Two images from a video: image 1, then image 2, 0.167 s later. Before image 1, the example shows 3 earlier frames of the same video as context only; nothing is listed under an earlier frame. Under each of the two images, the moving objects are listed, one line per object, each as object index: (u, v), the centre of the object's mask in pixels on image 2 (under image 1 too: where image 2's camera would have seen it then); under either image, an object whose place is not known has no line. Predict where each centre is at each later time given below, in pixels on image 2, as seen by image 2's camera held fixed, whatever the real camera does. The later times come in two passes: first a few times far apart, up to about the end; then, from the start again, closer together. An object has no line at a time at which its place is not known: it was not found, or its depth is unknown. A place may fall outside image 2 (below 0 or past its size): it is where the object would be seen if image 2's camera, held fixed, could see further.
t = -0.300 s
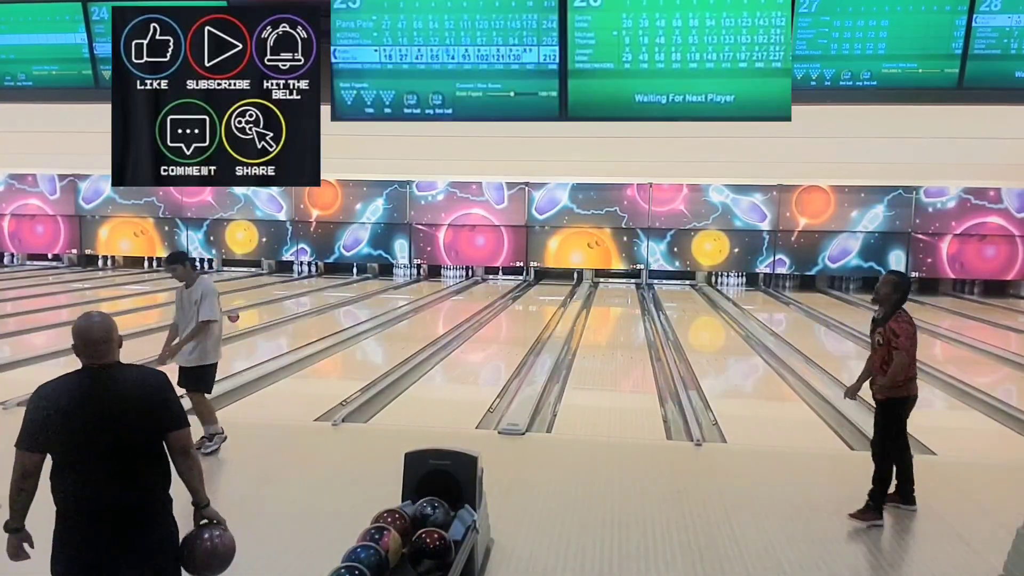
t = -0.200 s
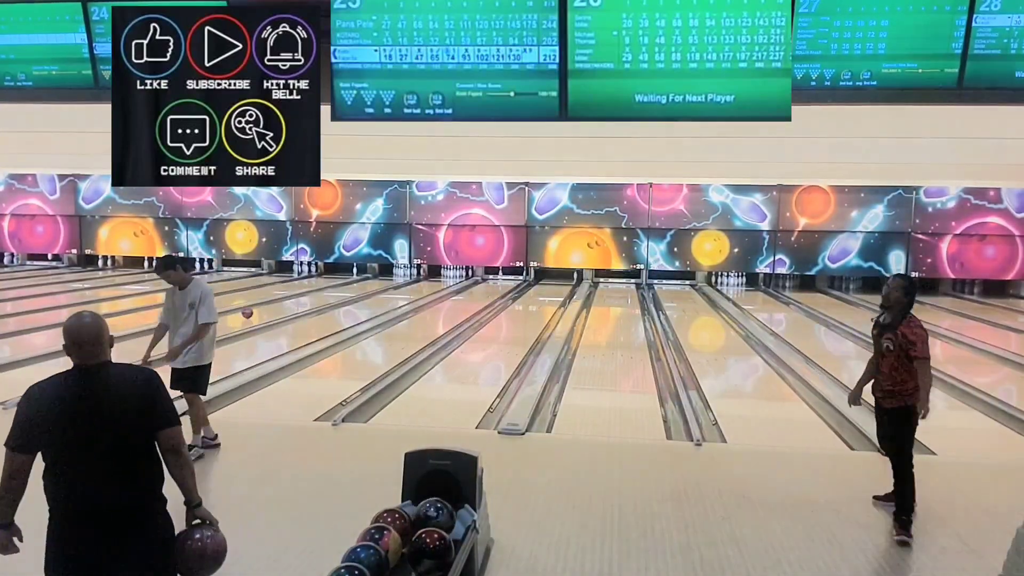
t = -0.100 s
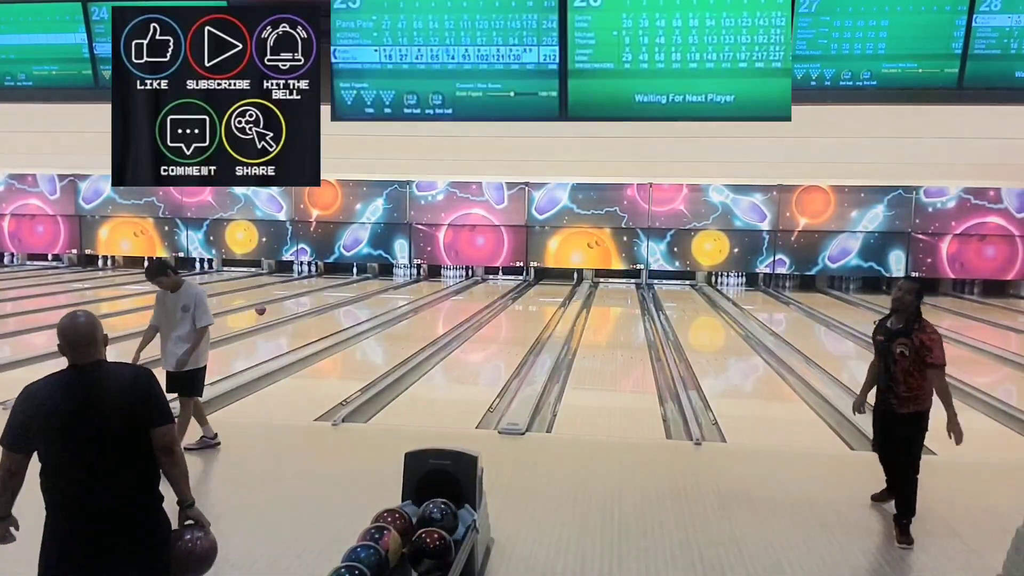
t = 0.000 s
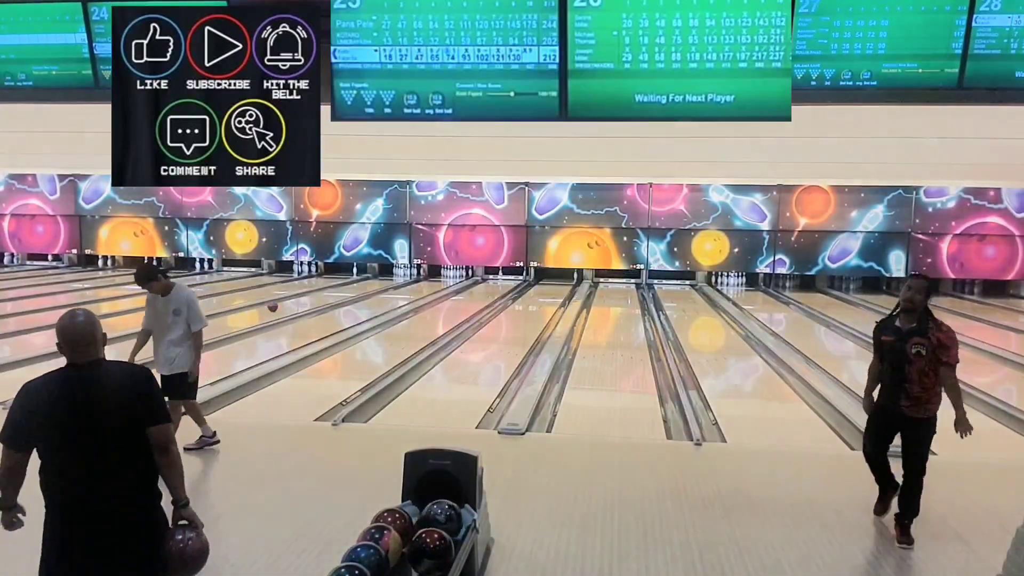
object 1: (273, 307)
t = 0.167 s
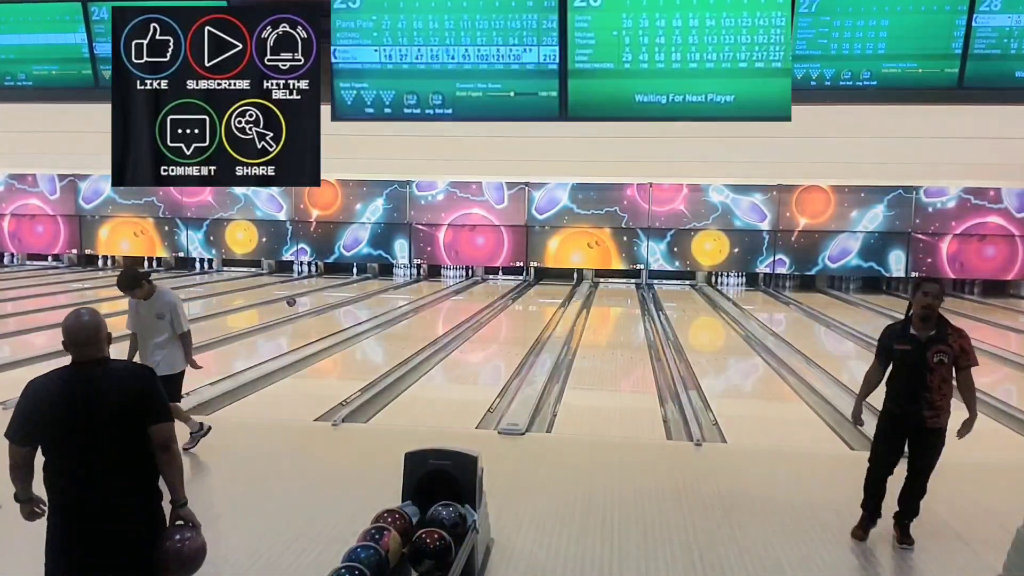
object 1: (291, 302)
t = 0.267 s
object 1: (301, 299)
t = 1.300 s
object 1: (376, 280)
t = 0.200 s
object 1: (294, 301)
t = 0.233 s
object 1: (298, 300)
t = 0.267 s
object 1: (301, 299)
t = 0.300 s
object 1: (305, 298)
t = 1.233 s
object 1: (373, 281)
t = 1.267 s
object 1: (374, 280)
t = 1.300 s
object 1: (376, 280)
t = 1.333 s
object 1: (377, 280)
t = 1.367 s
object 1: (379, 280)
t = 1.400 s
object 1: (381, 279)
